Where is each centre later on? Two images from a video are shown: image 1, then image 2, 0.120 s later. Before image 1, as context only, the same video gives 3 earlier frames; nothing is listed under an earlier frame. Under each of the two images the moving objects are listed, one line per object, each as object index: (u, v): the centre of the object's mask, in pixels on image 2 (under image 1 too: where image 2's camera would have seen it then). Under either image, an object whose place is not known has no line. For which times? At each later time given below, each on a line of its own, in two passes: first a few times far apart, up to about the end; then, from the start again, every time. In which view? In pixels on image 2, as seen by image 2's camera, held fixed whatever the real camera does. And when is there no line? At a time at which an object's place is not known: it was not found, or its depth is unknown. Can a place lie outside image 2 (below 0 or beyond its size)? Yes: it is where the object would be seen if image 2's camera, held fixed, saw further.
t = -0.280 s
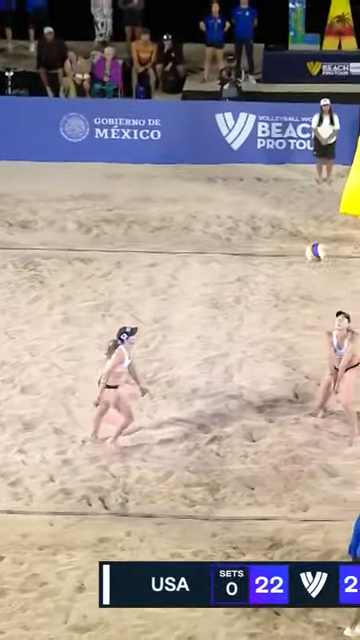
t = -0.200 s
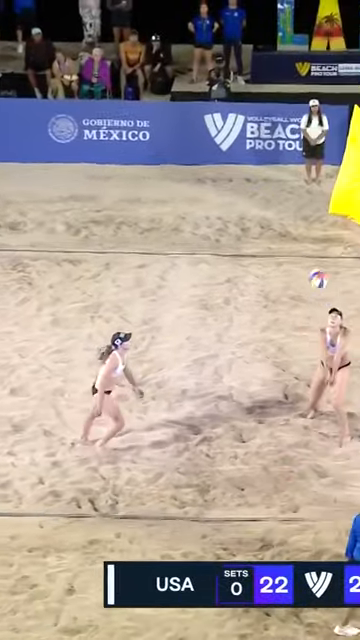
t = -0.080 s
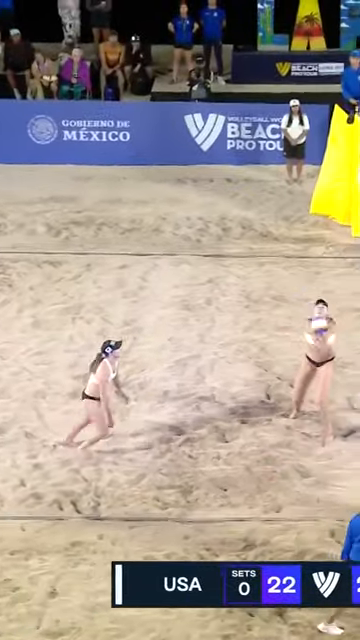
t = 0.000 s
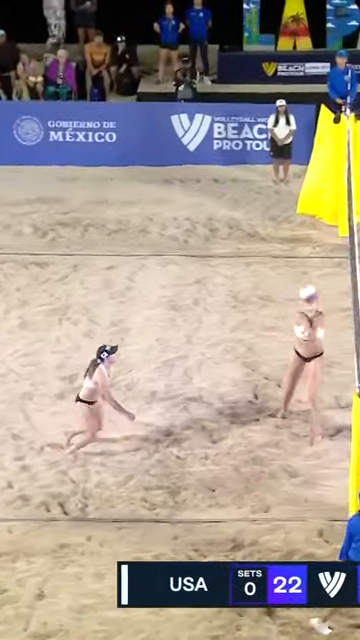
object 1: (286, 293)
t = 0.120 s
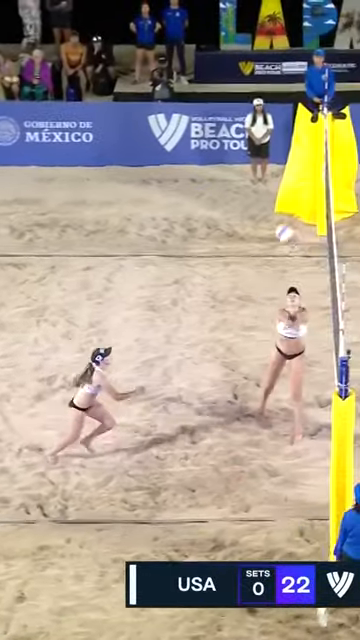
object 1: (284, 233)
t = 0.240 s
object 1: (282, 186)
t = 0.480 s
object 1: (277, 126)
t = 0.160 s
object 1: (283, 216)
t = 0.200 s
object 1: (283, 201)
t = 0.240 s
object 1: (282, 186)
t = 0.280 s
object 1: (281, 172)
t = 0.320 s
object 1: (280, 161)
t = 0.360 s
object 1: (279, 150)
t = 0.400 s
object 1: (279, 141)
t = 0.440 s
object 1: (278, 133)
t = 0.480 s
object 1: (277, 126)
